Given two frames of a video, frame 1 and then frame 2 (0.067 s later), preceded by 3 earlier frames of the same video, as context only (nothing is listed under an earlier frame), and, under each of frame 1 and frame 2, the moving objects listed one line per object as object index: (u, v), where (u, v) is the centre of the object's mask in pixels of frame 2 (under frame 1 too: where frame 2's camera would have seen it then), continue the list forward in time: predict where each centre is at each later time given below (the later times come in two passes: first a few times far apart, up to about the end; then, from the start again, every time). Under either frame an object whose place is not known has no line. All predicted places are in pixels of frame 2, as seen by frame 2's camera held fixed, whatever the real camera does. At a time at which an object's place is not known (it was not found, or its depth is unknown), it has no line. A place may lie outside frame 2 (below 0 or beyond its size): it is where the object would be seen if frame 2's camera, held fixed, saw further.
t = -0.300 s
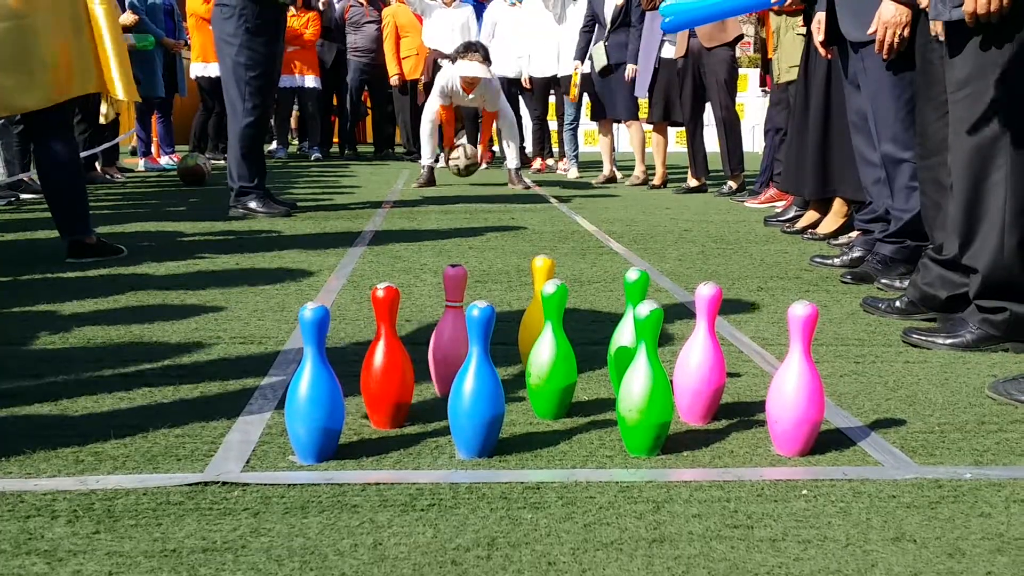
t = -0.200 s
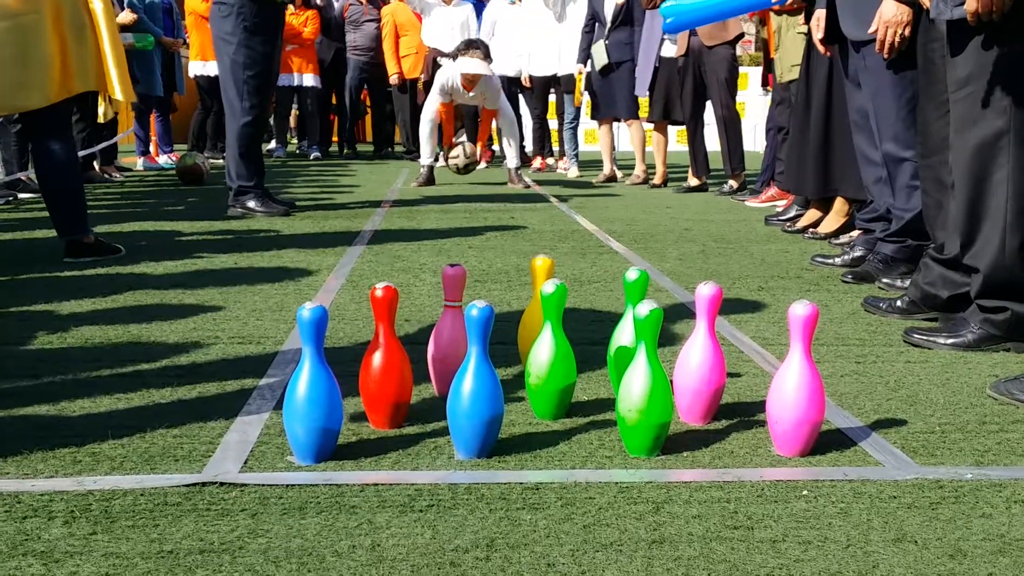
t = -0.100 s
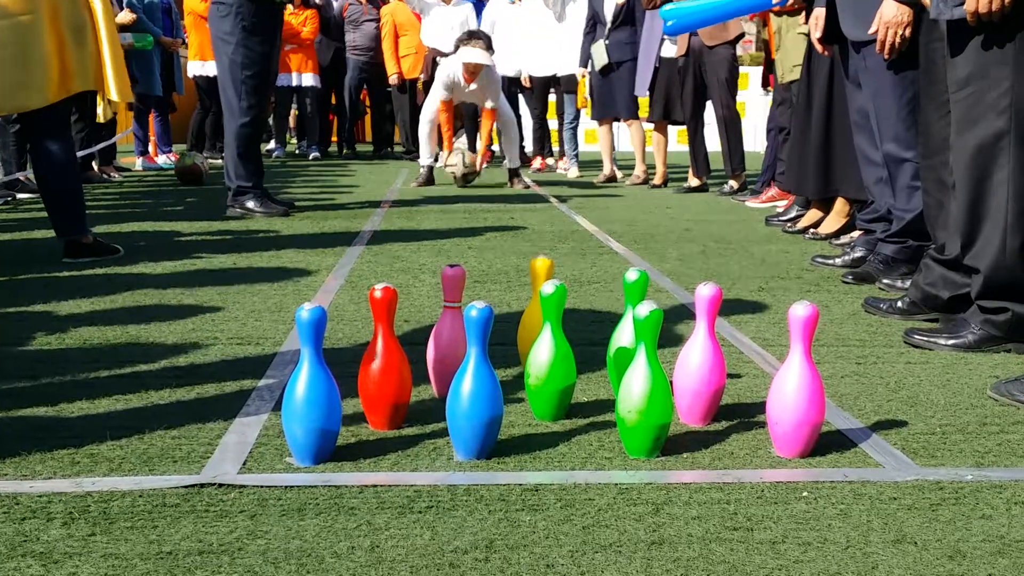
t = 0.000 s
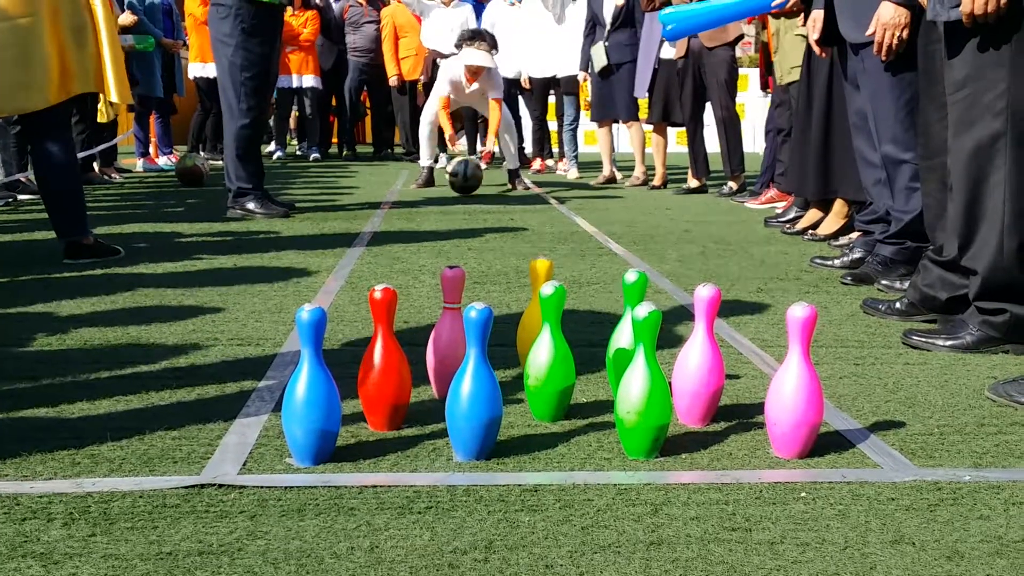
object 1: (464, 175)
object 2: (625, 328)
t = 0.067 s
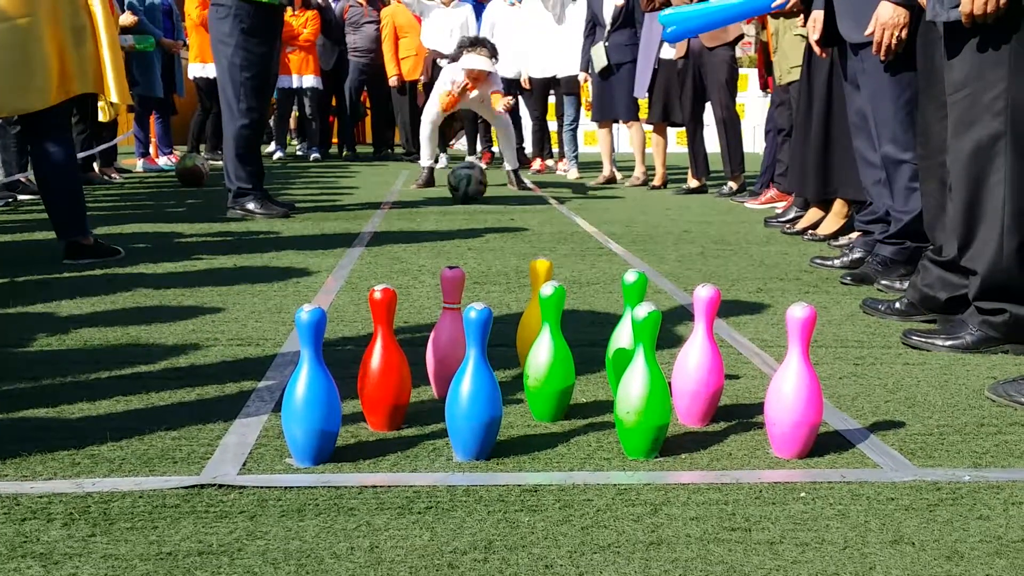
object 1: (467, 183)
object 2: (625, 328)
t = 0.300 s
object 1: (484, 204)
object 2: (625, 328)
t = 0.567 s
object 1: (518, 233)
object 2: (625, 328)
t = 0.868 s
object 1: (591, 301)
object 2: (625, 328)
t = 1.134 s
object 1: (708, 312)
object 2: (726, 407)
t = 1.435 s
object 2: (833, 515)
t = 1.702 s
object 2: (783, 512)
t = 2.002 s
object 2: (786, 510)
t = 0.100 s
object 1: (469, 186)
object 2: (625, 328)
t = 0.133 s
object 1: (471, 187)
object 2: (625, 328)
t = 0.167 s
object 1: (474, 191)
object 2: (625, 328)
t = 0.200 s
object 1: (476, 195)
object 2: (625, 328)
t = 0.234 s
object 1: (478, 197)
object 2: (625, 328)
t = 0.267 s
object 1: (481, 200)
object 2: (625, 328)
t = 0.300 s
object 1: (484, 204)
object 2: (625, 328)
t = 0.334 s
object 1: (487, 206)
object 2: (625, 328)
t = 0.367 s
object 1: (491, 210)
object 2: (625, 328)
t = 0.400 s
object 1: (495, 214)
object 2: (625, 328)
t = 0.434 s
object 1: (499, 218)
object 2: (625, 328)
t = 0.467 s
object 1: (503, 221)
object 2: (625, 328)
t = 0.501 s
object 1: (508, 223)
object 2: (625, 328)
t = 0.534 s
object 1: (513, 228)
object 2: (625, 328)
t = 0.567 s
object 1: (518, 233)
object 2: (625, 328)
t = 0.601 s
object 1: (523, 236)
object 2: (625, 328)
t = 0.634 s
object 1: (529, 242)
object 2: (625, 328)
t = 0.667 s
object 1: (538, 246)
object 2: (625, 328)
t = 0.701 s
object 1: (545, 252)
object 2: (625, 328)
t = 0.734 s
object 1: (556, 260)
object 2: (625, 328)
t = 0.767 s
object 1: (568, 267)
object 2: (625, 328)
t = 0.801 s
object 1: (585, 283)
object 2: (625, 328)
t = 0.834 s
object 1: (589, 292)
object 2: (625, 328)
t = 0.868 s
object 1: (591, 301)
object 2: (625, 328)
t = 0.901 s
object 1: (594, 307)
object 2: (625, 328)
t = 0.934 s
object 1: (622, 306)
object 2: (621, 361)
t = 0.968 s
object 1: (637, 297)
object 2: (622, 366)
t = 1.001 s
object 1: (649, 287)
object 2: (690, 388)
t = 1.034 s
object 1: (667, 287)
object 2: (701, 386)
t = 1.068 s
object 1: (682, 292)
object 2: (704, 380)
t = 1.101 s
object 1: (694, 300)
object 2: (711, 387)
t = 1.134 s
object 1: (708, 312)
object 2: (726, 407)
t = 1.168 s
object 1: (723, 332)
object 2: (741, 439)
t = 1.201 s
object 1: (739, 361)
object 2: (757, 475)
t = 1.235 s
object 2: (777, 482)
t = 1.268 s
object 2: (791, 492)
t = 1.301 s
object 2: (798, 495)
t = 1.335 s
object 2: (808, 501)
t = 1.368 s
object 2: (818, 505)
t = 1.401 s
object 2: (827, 507)
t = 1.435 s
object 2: (833, 515)
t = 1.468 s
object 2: (824, 515)
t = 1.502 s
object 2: (792, 492)
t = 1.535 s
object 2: (781, 491)
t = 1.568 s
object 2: (785, 503)
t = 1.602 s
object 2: (789, 510)
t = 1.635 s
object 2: (786, 512)
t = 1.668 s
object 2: (784, 512)
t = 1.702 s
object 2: (783, 512)
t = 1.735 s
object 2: (784, 511)
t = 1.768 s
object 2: (785, 510)
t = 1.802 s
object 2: (787, 509)
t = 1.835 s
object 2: (787, 509)
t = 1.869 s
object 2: (786, 509)
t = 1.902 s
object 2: (785, 510)
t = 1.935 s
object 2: (785, 510)
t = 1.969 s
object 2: (785, 510)
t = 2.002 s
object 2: (786, 510)
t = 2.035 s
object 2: (786, 510)
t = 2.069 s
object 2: (785, 510)
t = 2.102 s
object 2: (785, 510)
